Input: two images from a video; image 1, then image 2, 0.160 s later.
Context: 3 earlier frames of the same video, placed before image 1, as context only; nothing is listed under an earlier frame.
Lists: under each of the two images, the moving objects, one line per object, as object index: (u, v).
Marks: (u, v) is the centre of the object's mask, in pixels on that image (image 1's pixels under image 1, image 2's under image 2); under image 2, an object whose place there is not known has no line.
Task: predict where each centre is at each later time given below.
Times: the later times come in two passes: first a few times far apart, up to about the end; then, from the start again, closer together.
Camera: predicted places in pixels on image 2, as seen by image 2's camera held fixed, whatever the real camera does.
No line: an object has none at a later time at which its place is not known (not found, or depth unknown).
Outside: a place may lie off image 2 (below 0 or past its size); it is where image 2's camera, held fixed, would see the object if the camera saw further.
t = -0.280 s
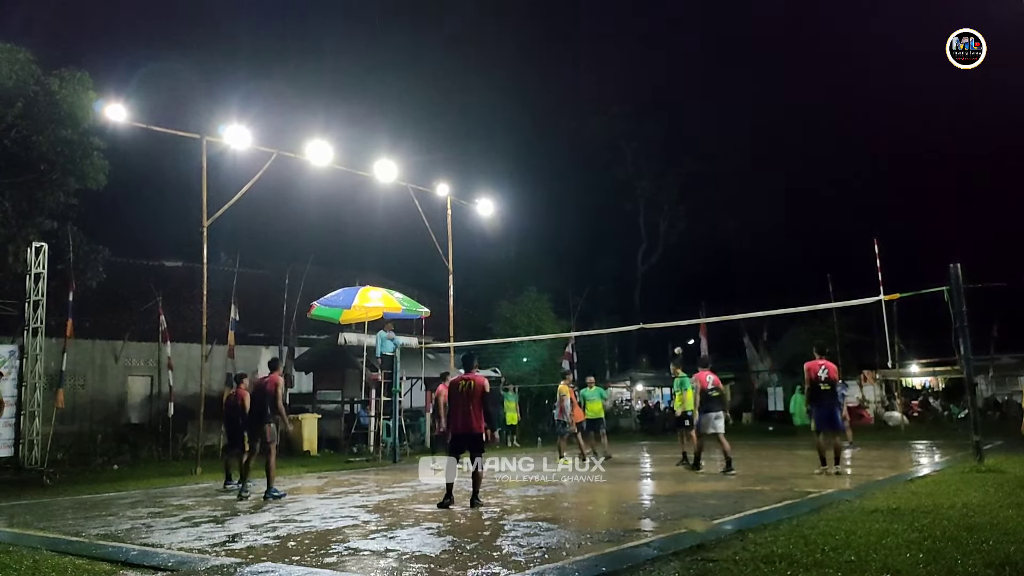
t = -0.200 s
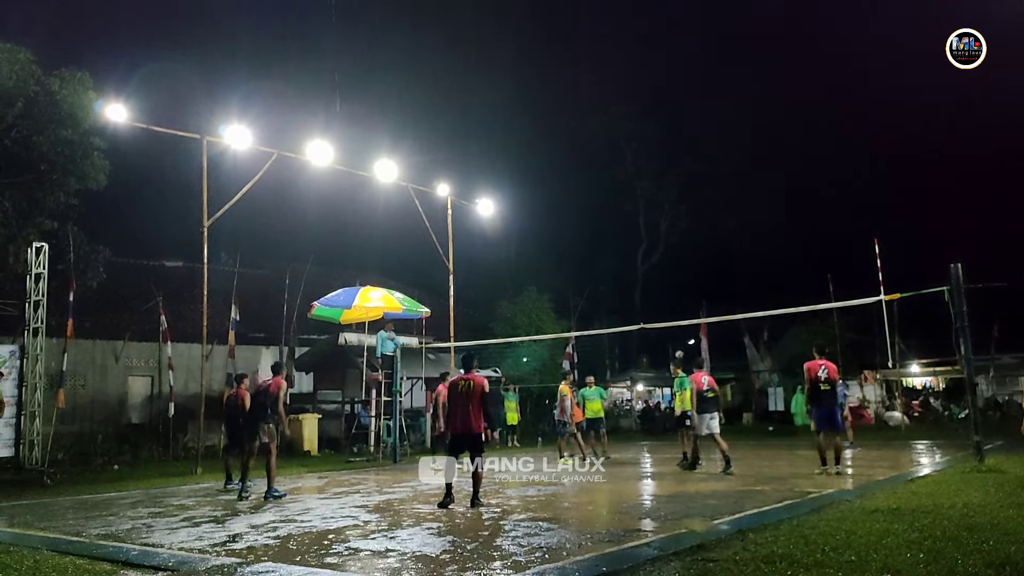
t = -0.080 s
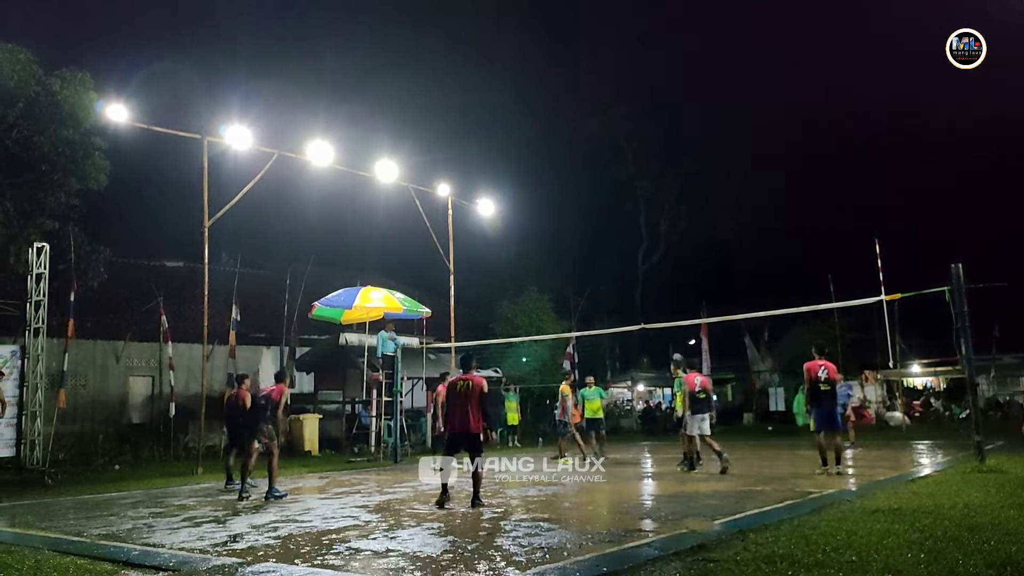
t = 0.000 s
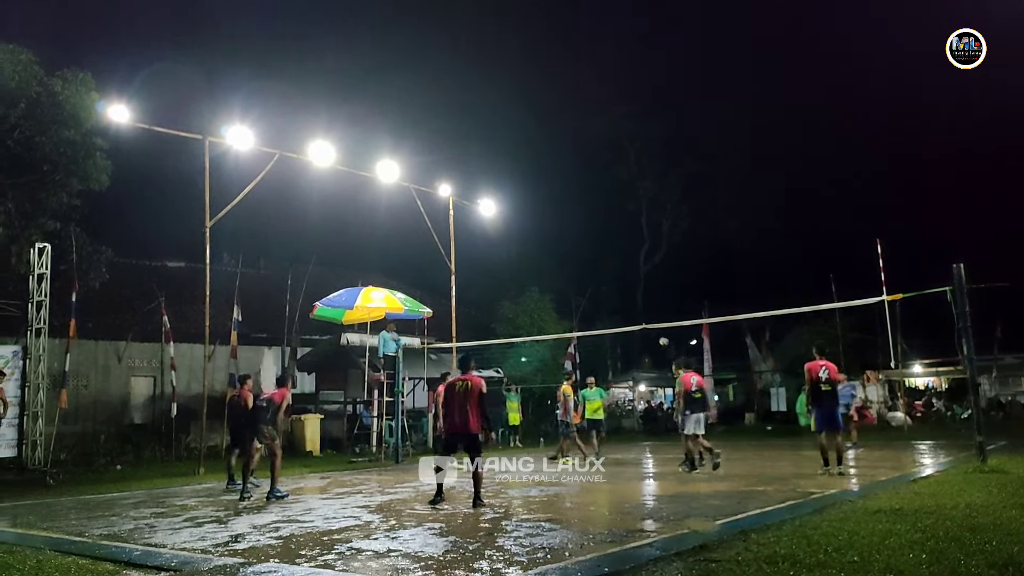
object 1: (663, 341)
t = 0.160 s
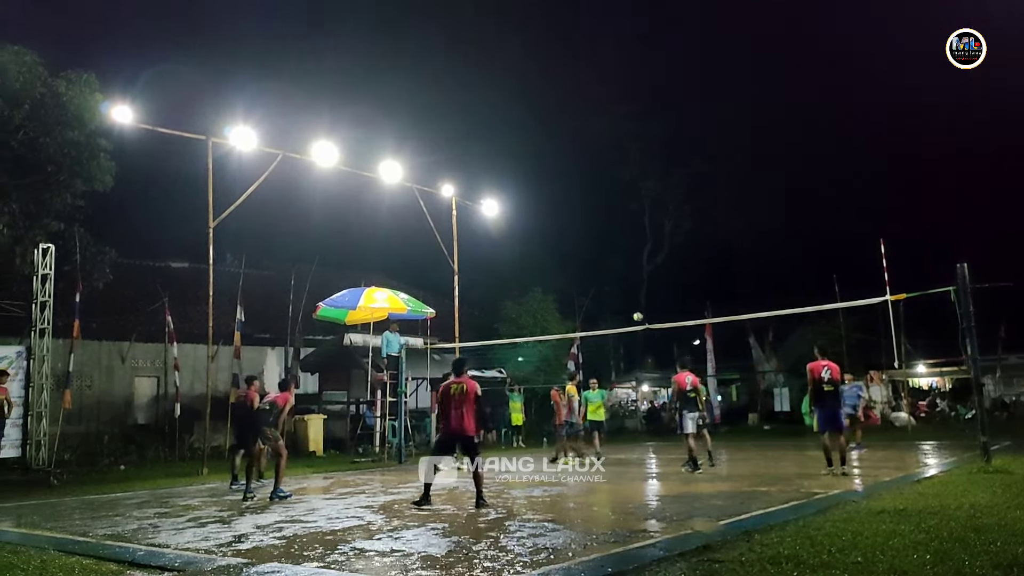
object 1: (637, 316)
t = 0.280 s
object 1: (613, 302)
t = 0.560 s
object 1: (539, 286)
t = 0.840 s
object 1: (437, 310)
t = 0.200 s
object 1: (627, 309)
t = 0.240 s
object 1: (620, 305)
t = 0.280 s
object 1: (613, 302)
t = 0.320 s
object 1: (601, 297)
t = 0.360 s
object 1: (593, 294)
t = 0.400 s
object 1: (581, 291)
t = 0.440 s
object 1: (572, 289)
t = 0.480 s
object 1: (563, 288)
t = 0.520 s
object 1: (549, 286)
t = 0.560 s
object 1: (539, 286)
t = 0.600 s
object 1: (529, 286)
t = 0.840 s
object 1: (437, 310)
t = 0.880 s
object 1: (424, 317)
